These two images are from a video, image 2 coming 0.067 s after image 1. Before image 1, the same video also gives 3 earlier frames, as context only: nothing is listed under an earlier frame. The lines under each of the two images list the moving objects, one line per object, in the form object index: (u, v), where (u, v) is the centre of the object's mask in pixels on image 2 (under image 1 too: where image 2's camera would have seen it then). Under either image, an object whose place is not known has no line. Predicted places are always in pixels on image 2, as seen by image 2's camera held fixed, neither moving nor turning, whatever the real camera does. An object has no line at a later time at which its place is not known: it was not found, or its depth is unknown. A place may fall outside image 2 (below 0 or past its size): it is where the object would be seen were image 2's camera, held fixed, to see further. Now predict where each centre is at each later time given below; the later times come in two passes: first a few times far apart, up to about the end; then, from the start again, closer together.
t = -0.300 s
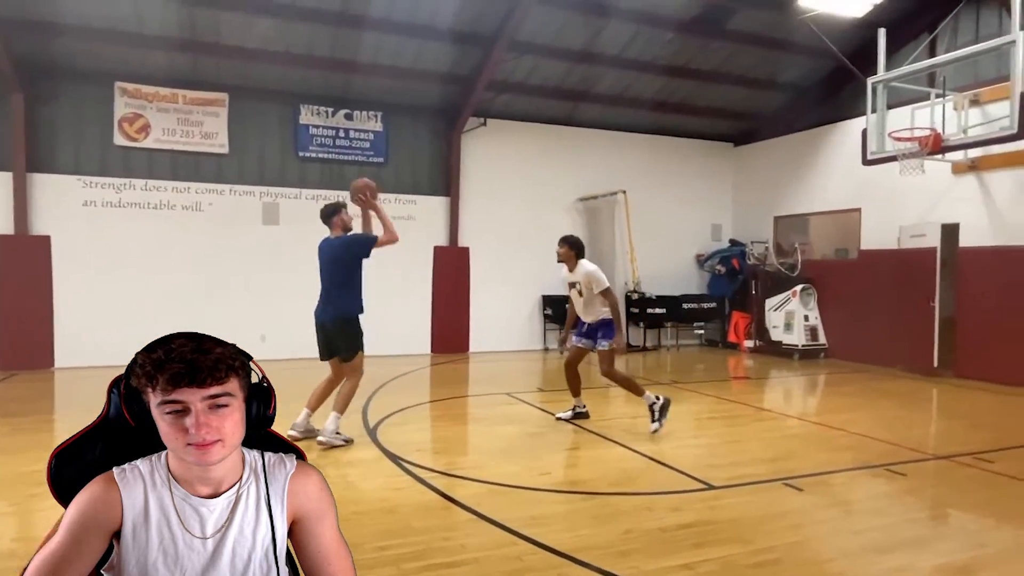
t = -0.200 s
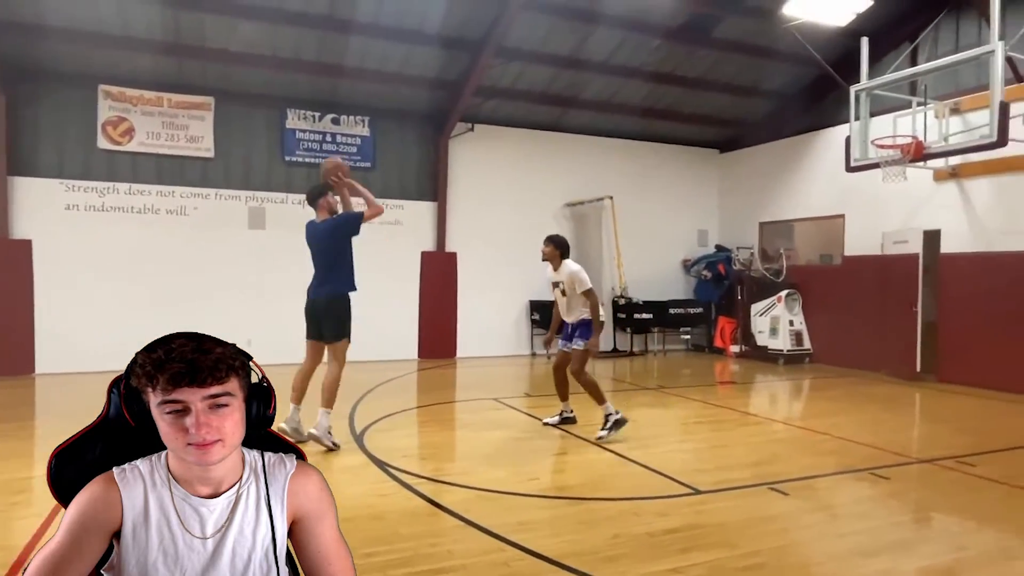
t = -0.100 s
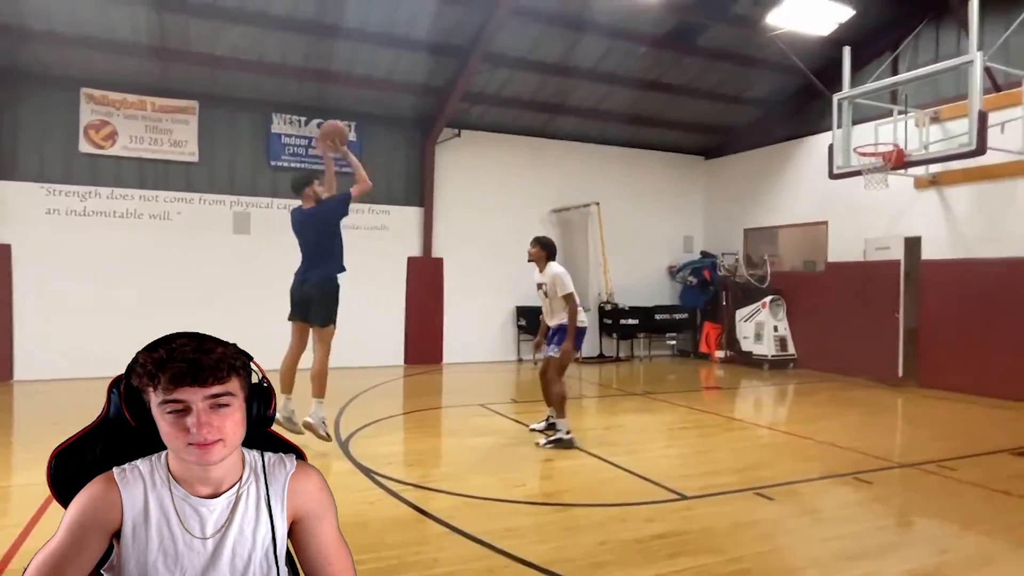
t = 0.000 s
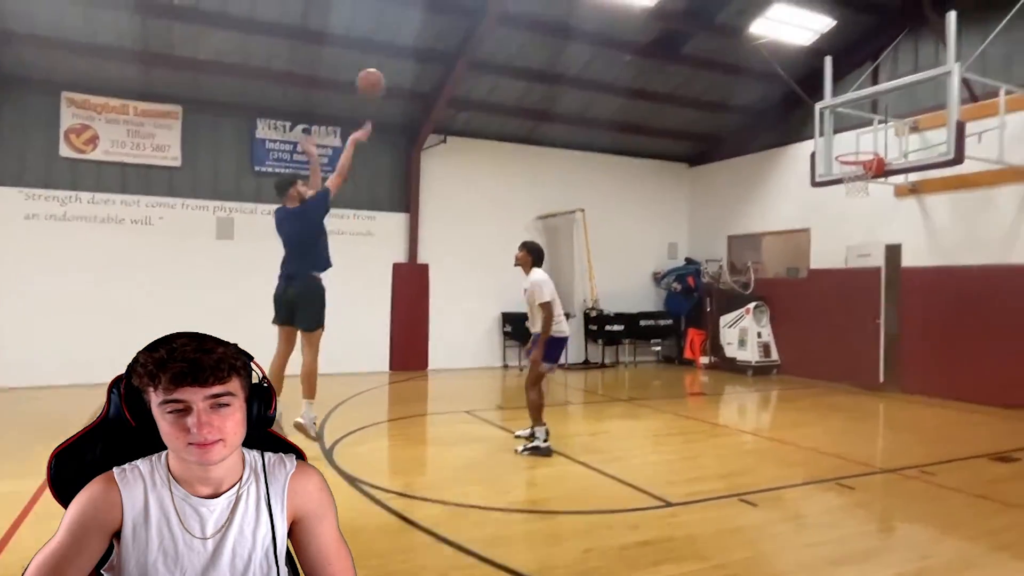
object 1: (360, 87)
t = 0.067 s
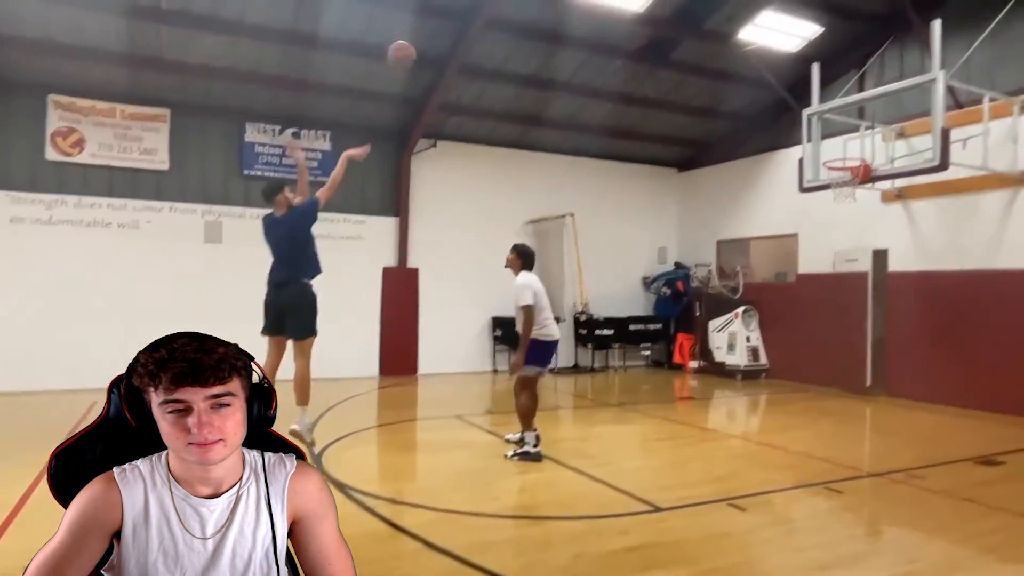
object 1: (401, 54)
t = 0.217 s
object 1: (484, 7)
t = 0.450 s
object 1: (592, -18)
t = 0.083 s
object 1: (411, 48)
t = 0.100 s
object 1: (421, 41)
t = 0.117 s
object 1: (431, 33)
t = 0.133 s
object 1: (440, 28)
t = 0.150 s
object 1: (449, 23)
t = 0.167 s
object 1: (458, 19)
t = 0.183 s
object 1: (467, 14)
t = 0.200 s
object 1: (476, 10)
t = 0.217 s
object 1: (484, 7)
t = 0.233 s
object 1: (492, 3)
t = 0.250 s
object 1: (501, 0)
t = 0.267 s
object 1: (509, -5)
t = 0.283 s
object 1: (517, -6)
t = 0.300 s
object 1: (525, -8)
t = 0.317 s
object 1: (533, -9)
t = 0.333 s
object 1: (541, -10)
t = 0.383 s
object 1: (562, -15)
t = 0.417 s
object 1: (576, -17)
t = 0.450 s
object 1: (592, -18)
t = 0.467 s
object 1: (600, -17)
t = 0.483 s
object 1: (606, -16)
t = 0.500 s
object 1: (613, -15)
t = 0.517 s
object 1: (619, -14)
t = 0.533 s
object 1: (627, -13)
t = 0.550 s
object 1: (633, -11)
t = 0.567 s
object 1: (640, -9)
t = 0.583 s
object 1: (647, -7)
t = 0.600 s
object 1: (653, -6)
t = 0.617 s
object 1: (659, -5)
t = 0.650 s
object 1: (671, 2)
